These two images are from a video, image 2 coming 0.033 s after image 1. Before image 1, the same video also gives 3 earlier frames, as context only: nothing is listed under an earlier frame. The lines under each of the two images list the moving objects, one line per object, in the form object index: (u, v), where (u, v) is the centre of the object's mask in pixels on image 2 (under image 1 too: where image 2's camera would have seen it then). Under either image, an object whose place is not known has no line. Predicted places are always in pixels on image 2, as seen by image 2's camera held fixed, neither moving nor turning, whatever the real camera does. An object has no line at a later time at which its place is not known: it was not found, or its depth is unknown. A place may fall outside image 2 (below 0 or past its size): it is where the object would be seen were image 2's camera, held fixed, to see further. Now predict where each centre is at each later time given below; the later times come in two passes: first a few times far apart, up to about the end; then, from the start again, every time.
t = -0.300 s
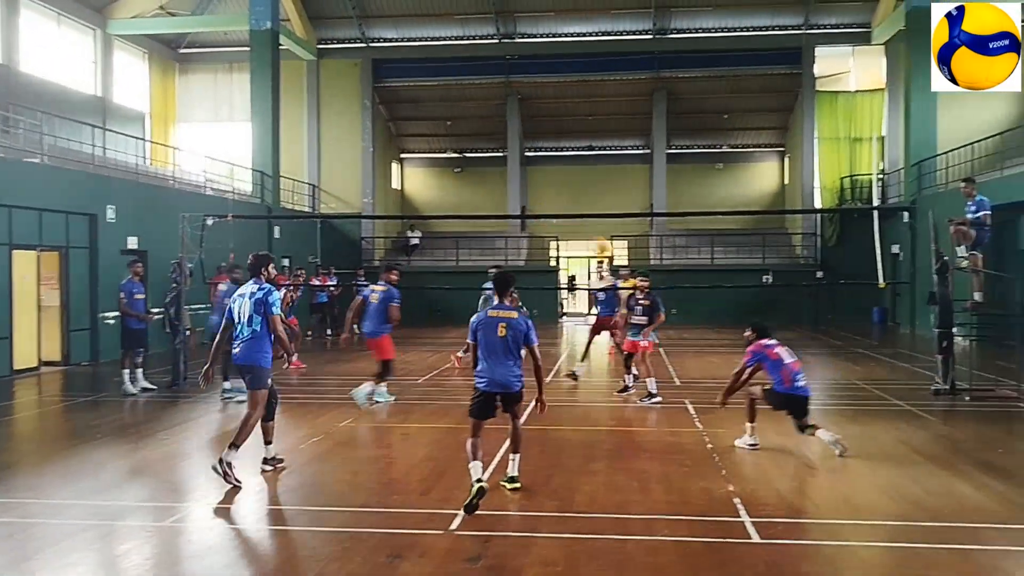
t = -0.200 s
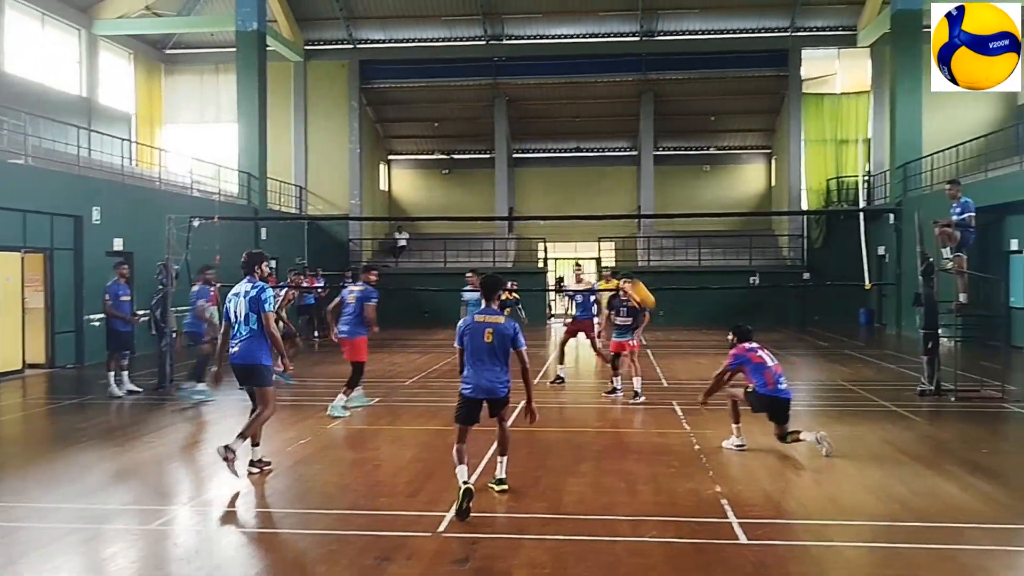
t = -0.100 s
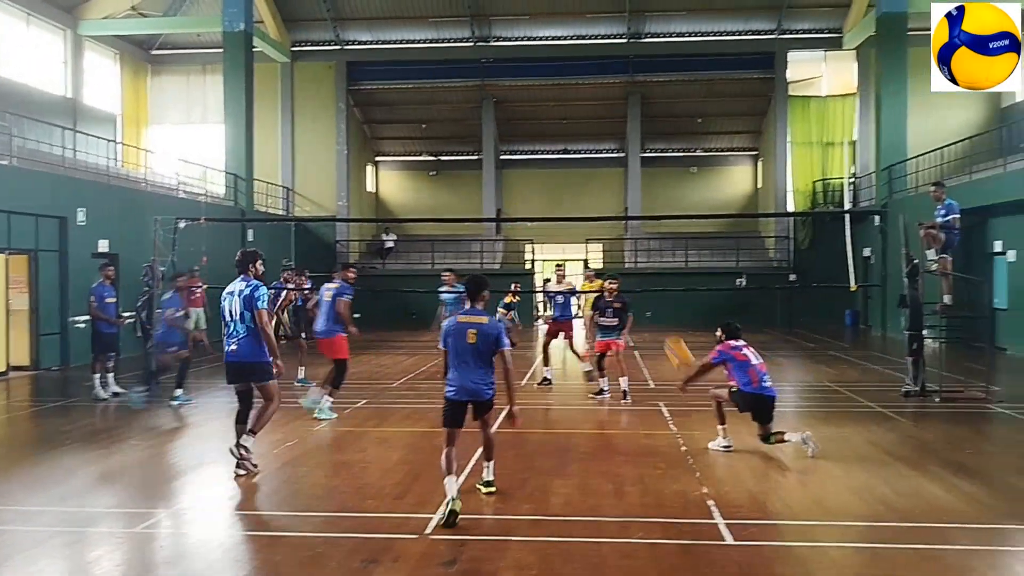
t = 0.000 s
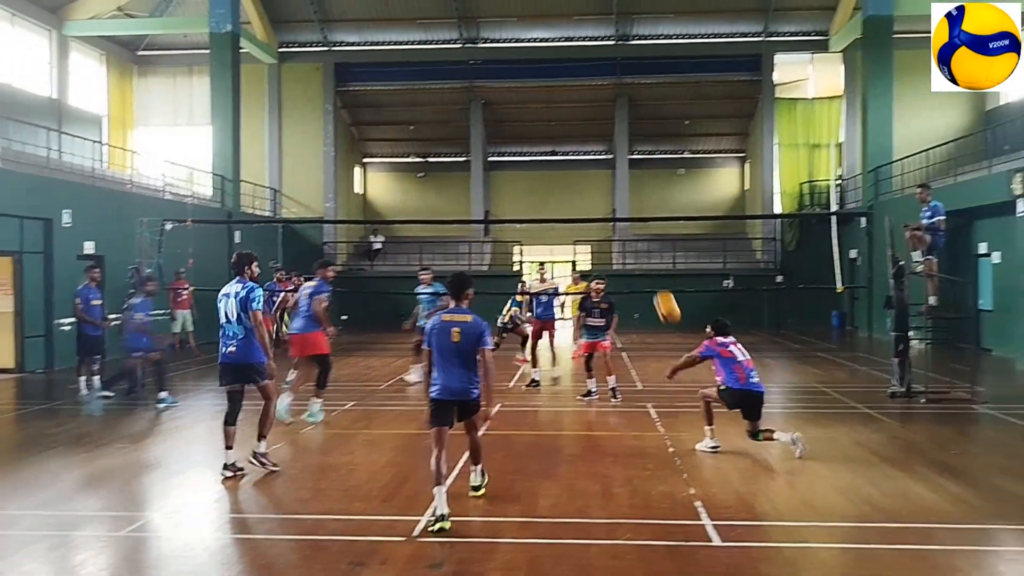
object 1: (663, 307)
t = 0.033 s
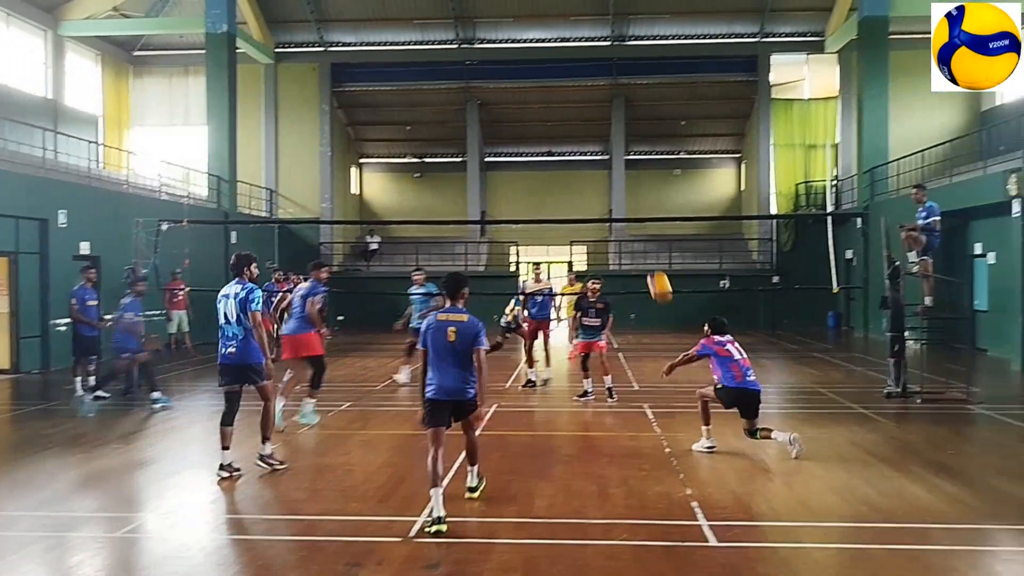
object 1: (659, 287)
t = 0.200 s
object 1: (641, 204)
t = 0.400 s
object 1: (622, 144)
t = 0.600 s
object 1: (606, 123)
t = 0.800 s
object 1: (591, 135)
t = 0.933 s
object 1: (583, 161)
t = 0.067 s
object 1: (656, 267)
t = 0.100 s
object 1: (652, 250)
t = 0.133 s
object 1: (649, 233)
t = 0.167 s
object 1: (646, 216)
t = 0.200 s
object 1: (641, 204)
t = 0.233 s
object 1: (636, 190)
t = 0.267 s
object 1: (632, 179)
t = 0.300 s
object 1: (630, 170)
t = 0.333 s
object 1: (627, 160)
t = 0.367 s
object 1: (624, 150)
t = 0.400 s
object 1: (622, 144)
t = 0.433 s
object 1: (619, 138)
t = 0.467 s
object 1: (616, 133)
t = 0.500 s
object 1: (613, 129)
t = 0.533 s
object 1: (611, 126)
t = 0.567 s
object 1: (608, 123)
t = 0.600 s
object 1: (606, 123)
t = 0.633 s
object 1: (603, 123)
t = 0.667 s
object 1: (601, 124)
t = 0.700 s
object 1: (598, 125)
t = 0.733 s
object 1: (596, 128)
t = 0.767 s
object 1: (594, 131)
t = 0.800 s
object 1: (591, 135)
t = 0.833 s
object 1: (589, 140)
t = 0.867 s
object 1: (586, 147)
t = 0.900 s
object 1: (585, 152)
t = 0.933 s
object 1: (583, 161)
